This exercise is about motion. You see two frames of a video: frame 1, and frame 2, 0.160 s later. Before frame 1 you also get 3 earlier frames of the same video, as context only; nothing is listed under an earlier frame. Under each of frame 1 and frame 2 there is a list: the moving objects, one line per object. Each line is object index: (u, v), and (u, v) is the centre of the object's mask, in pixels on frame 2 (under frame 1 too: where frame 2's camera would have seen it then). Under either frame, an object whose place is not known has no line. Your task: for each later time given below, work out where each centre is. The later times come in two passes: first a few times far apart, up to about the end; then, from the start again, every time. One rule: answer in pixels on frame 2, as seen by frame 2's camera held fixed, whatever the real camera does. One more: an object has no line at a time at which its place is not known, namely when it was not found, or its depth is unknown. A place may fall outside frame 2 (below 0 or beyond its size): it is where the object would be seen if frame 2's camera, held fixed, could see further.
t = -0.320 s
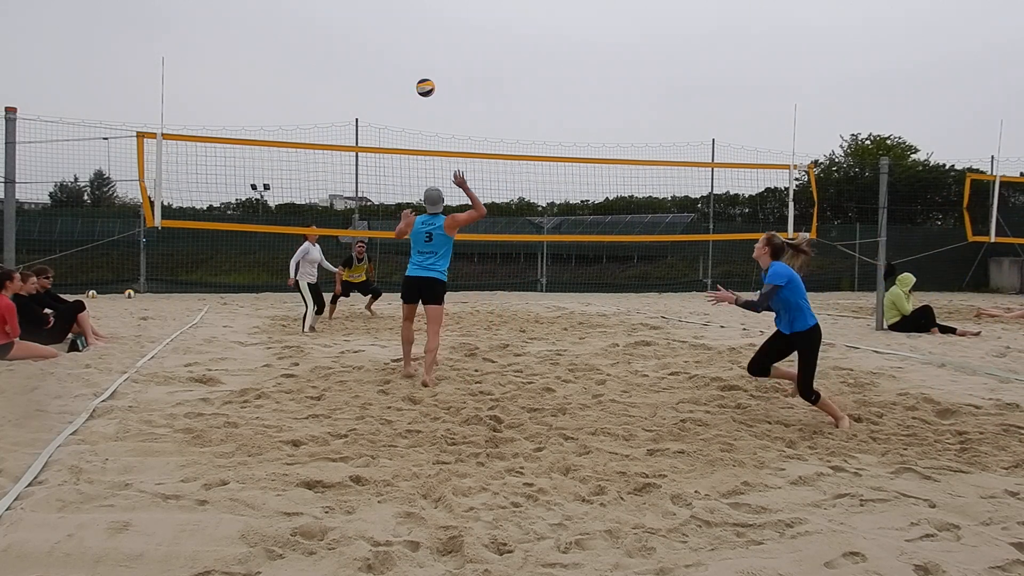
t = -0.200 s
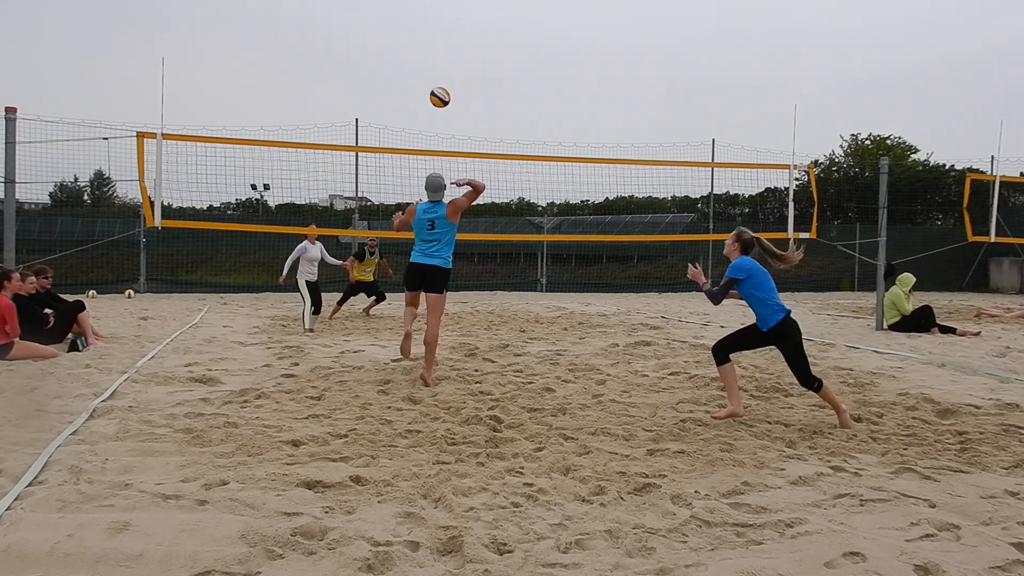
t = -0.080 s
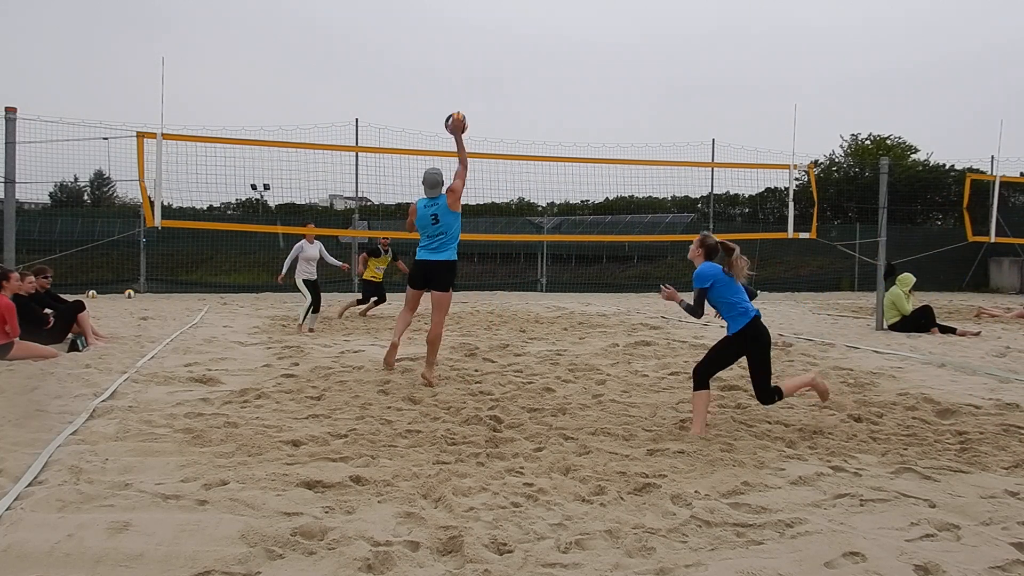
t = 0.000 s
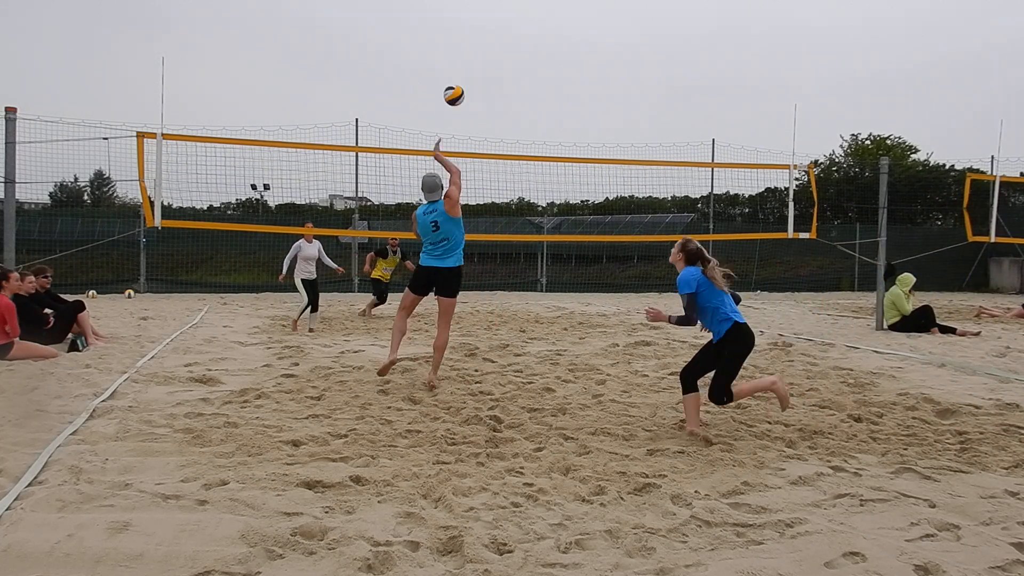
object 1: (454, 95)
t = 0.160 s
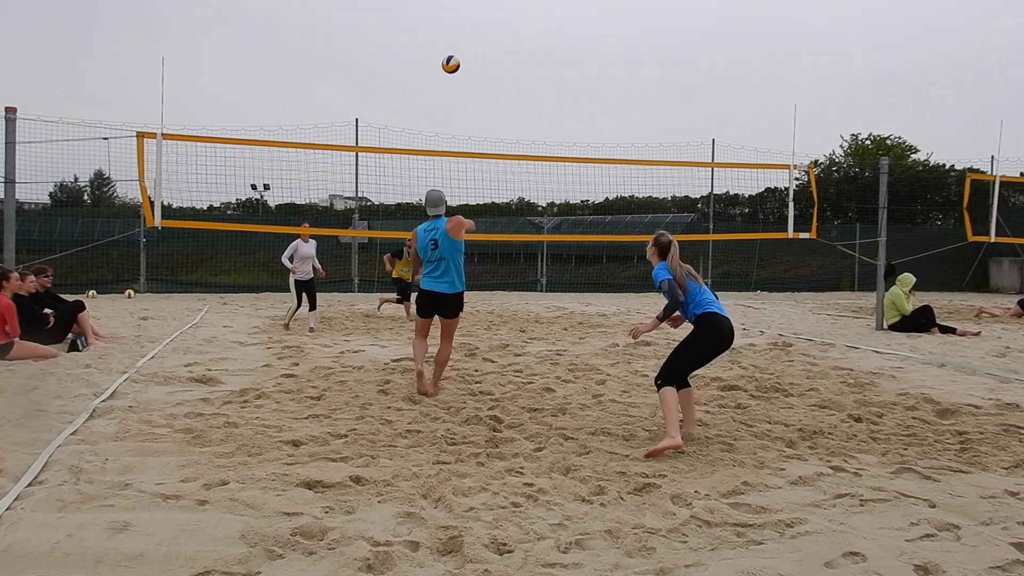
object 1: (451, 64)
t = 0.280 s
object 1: (449, 60)
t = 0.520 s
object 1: (444, 81)
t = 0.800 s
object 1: (440, 136)
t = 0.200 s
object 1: (450, 62)
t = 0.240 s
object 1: (449, 61)
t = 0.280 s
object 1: (449, 60)
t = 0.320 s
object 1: (448, 62)
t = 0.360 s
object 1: (447, 64)
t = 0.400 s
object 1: (446, 67)
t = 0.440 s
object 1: (446, 71)
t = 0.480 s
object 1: (445, 75)
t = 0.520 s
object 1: (444, 81)
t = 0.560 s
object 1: (443, 87)
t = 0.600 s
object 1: (443, 94)
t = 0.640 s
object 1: (442, 101)
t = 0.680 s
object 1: (441, 109)
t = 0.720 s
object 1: (440, 118)
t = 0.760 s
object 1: (440, 127)
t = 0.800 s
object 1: (440, 136)
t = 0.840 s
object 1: (439, 146)
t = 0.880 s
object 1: (439, 159)
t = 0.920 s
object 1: (439, 167)
